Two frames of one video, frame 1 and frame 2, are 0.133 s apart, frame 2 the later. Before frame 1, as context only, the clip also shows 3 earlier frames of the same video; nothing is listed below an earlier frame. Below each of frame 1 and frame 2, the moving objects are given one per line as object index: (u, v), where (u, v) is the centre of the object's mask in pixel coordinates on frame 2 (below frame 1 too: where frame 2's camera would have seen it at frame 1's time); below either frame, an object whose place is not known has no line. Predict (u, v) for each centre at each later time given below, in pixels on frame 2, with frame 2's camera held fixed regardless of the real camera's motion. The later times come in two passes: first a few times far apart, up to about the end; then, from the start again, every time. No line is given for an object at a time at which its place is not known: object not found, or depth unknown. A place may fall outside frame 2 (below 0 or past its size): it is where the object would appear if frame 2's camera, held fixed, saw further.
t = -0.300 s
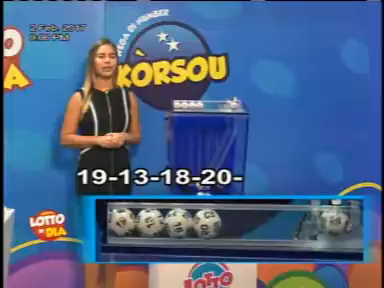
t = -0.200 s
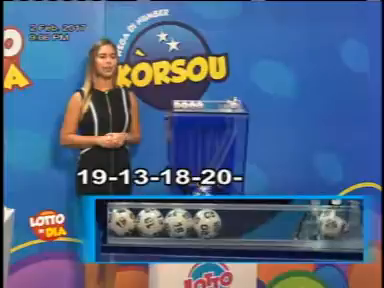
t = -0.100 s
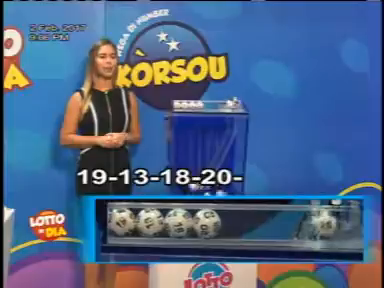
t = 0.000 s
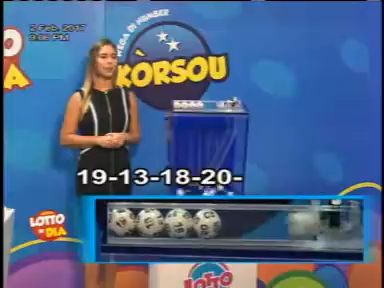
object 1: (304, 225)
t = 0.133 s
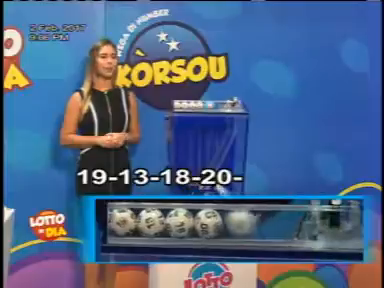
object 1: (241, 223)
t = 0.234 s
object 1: (242, 223)
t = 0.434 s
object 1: (235, 223)
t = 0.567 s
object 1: (235, 223)
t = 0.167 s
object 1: (246, 222)
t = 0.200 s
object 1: (246, 223)
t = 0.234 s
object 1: (242, 223)
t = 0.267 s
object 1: (238, 223)
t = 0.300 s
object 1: (237, 223)
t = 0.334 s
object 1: (236, 223)
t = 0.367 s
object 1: (235, 223)
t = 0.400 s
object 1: (235, 223)
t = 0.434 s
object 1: (235, 223)
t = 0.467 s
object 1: (235, 223)
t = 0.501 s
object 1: (235, 223)
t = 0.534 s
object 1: (235, 223)
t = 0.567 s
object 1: (235, 223)
